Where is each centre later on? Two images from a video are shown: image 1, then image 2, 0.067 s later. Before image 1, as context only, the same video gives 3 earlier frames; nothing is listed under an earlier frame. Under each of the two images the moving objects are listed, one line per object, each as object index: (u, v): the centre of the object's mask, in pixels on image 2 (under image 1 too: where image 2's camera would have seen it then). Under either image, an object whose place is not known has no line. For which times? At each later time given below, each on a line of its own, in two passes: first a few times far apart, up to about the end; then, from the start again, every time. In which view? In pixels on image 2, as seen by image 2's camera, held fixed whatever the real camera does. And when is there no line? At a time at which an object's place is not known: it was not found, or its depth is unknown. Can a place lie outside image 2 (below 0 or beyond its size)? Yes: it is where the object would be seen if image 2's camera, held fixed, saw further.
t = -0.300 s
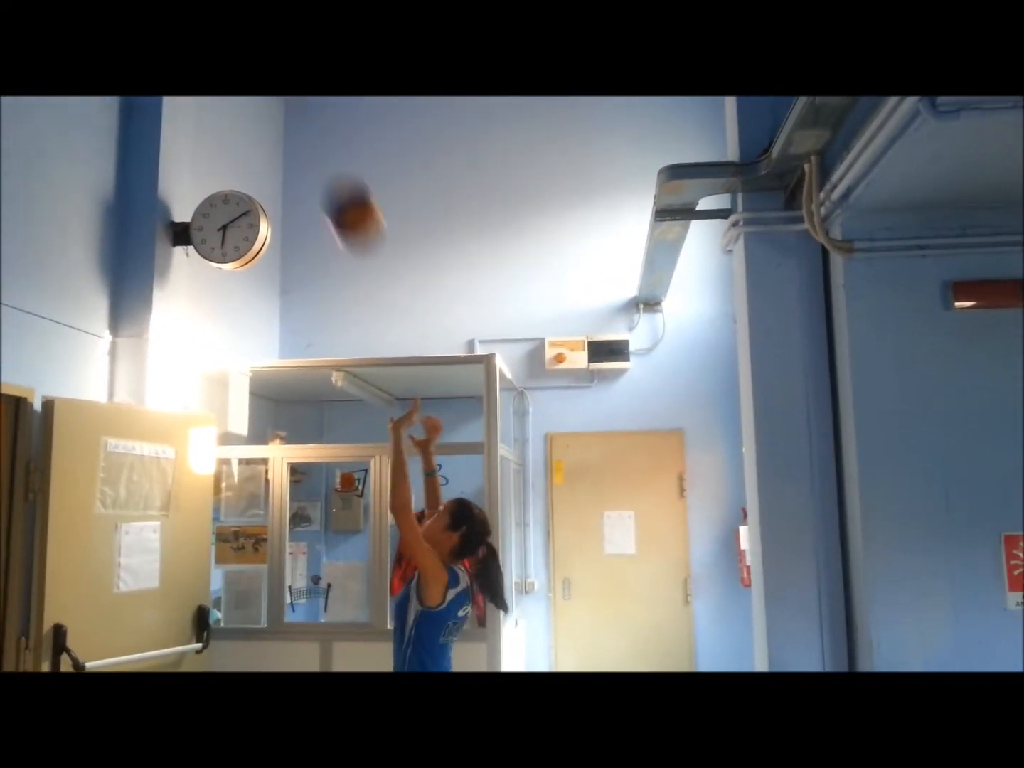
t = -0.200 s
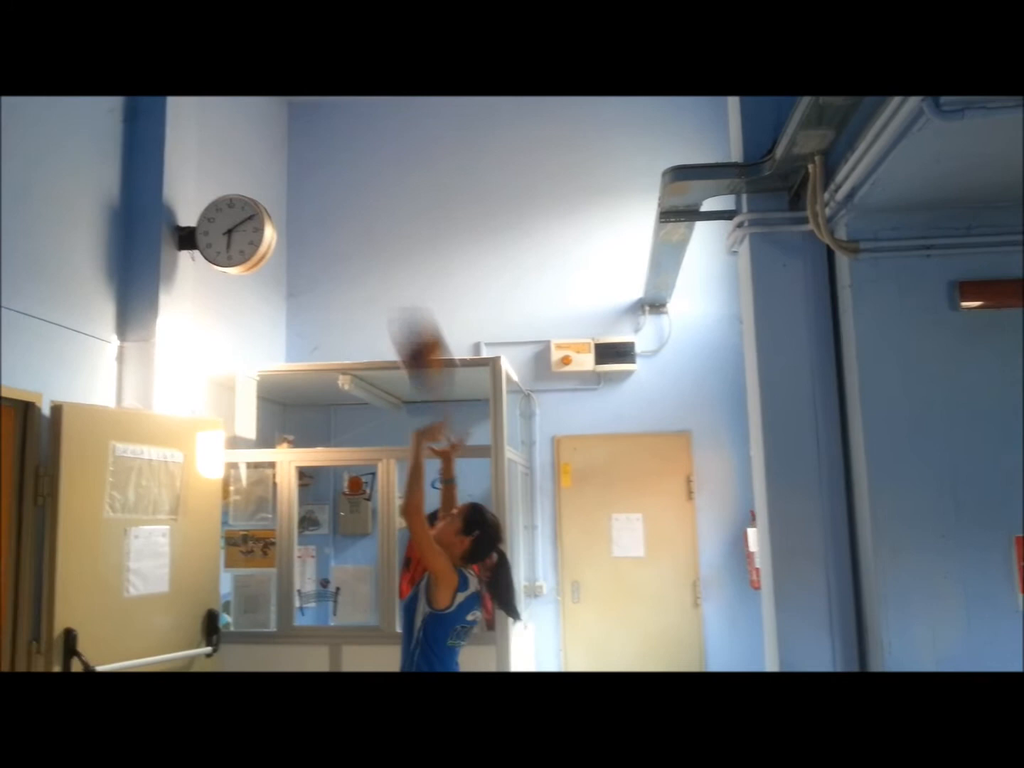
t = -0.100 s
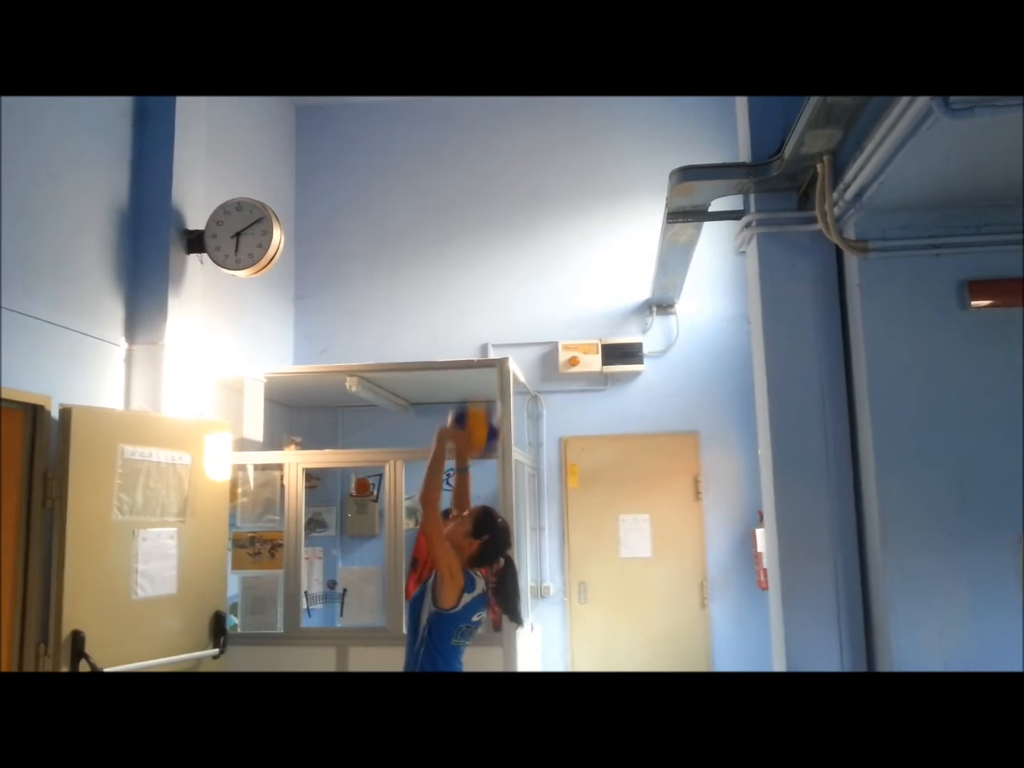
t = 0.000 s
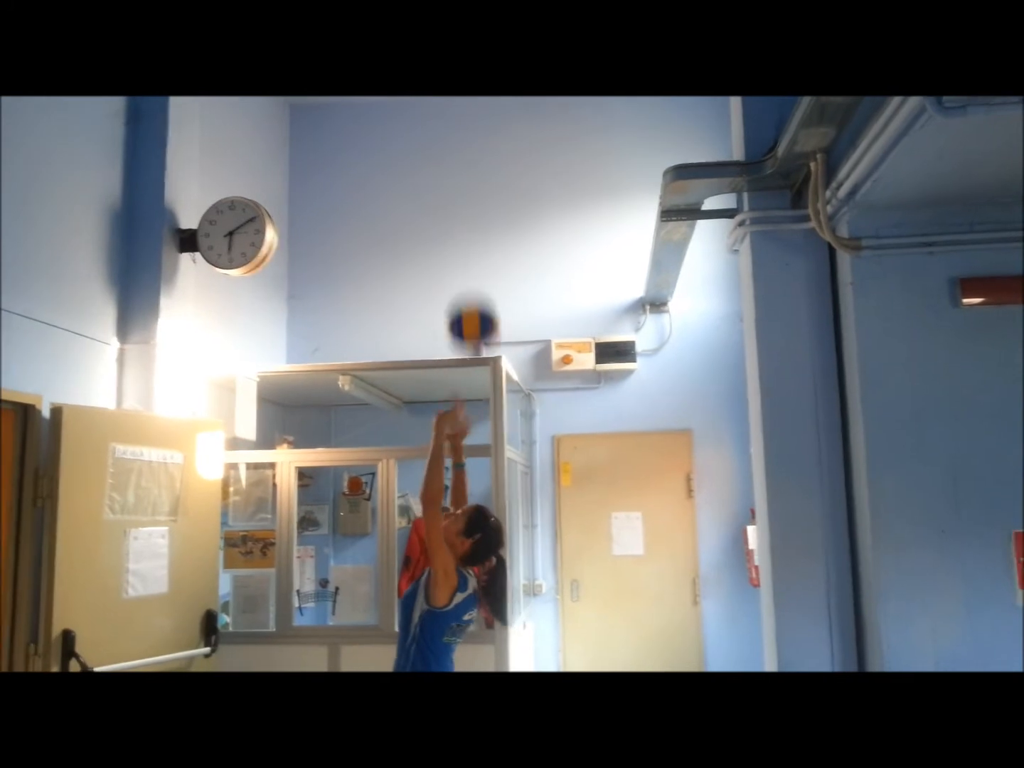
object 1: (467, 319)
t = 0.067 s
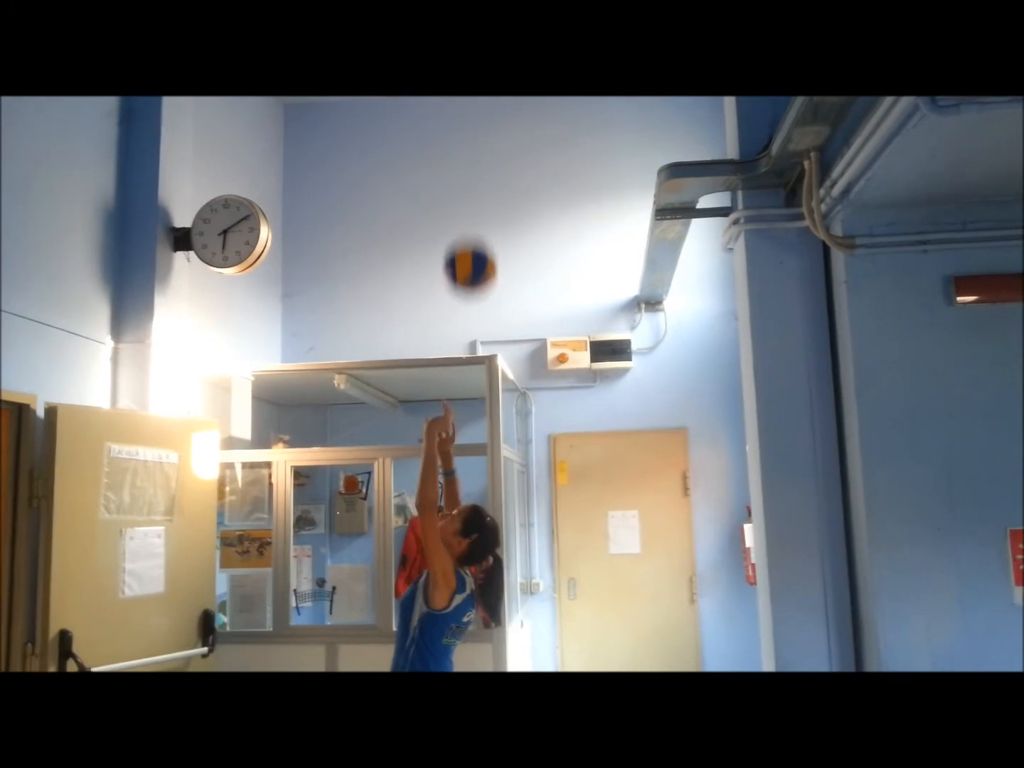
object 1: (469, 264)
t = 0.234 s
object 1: (475, 175)
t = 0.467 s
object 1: (483, 162)
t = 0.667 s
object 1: (491, 248)
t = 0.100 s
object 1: (470, 241)
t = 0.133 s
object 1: (471, 221)
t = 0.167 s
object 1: (473, 203)
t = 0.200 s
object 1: (474, 188)
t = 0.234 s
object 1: (475, 175)
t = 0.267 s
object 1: (476, 166)
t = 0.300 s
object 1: (477, 159)
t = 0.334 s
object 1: (478, 154)
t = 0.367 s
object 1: (479, 152)
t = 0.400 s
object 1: (480, 153)
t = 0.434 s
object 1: (482, 156)
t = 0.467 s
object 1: (483, 162)
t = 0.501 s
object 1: (484, 169)
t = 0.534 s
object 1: (486, 179)
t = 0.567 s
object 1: (487, 192)
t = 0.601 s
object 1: (488, 208)
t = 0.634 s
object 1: (489, 227)
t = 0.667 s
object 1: (491, 248)
